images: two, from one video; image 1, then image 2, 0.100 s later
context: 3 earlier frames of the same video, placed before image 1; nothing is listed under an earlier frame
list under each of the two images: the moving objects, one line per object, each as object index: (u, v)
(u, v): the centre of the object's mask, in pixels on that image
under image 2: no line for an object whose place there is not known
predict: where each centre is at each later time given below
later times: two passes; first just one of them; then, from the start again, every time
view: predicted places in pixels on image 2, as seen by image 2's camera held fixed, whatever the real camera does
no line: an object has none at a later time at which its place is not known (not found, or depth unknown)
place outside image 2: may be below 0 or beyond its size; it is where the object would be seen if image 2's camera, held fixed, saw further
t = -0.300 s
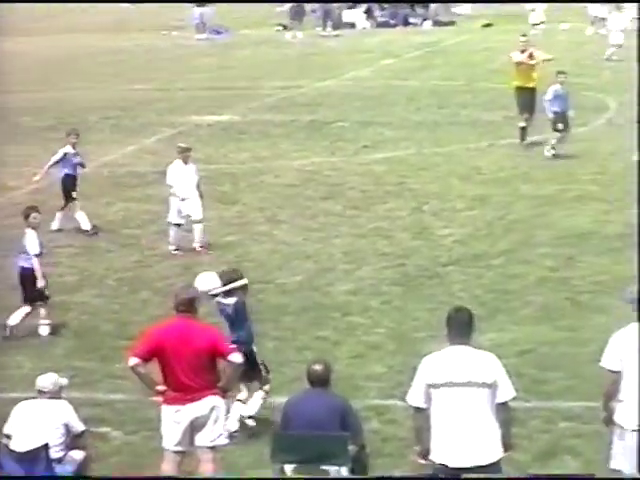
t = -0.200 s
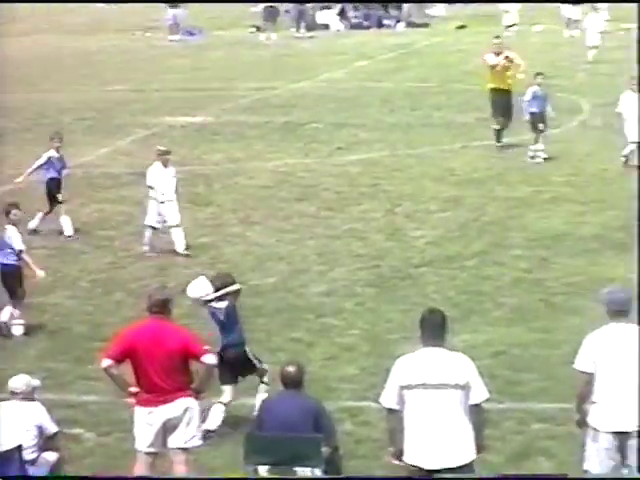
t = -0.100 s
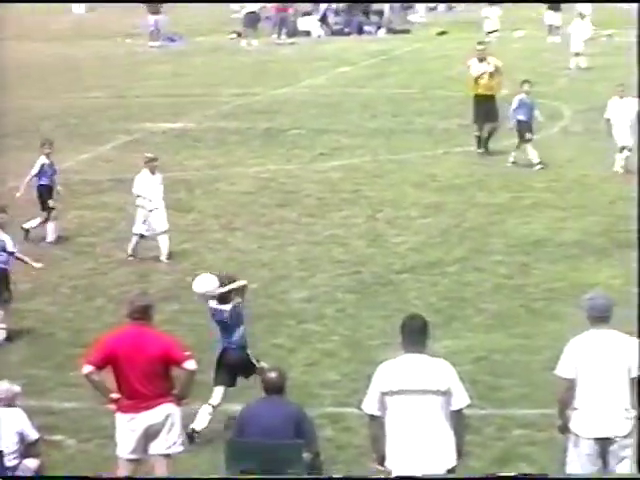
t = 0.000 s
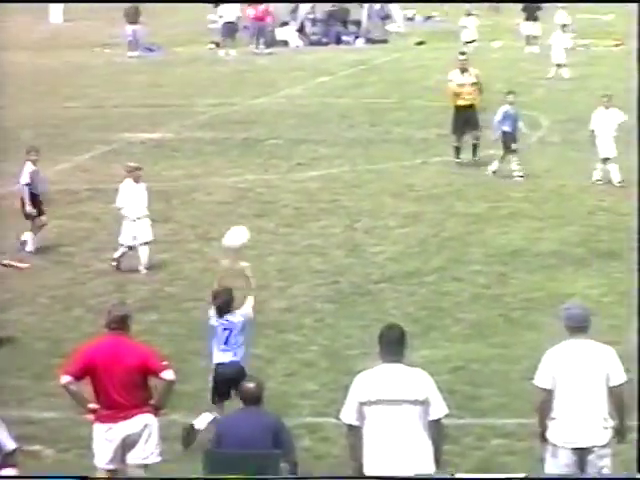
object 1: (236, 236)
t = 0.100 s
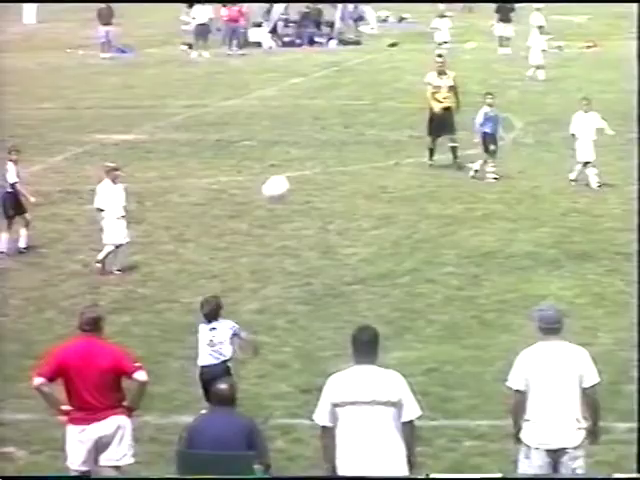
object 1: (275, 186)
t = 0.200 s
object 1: (334, 151)
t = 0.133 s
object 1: (296, 172)
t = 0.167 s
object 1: (315, 160)
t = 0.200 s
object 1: (334, 151)
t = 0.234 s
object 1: (352, 141)
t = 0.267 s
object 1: (370, 133)
